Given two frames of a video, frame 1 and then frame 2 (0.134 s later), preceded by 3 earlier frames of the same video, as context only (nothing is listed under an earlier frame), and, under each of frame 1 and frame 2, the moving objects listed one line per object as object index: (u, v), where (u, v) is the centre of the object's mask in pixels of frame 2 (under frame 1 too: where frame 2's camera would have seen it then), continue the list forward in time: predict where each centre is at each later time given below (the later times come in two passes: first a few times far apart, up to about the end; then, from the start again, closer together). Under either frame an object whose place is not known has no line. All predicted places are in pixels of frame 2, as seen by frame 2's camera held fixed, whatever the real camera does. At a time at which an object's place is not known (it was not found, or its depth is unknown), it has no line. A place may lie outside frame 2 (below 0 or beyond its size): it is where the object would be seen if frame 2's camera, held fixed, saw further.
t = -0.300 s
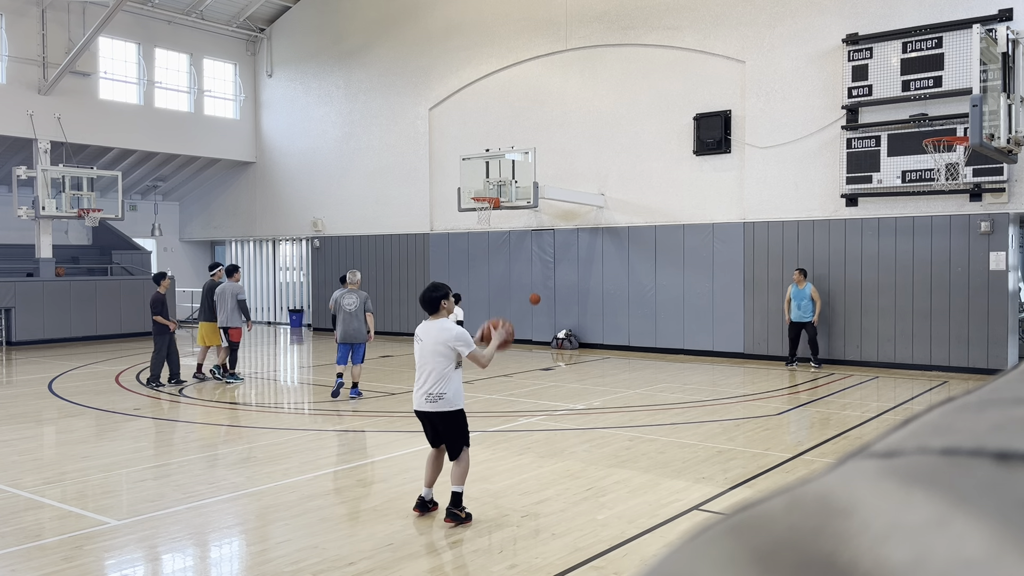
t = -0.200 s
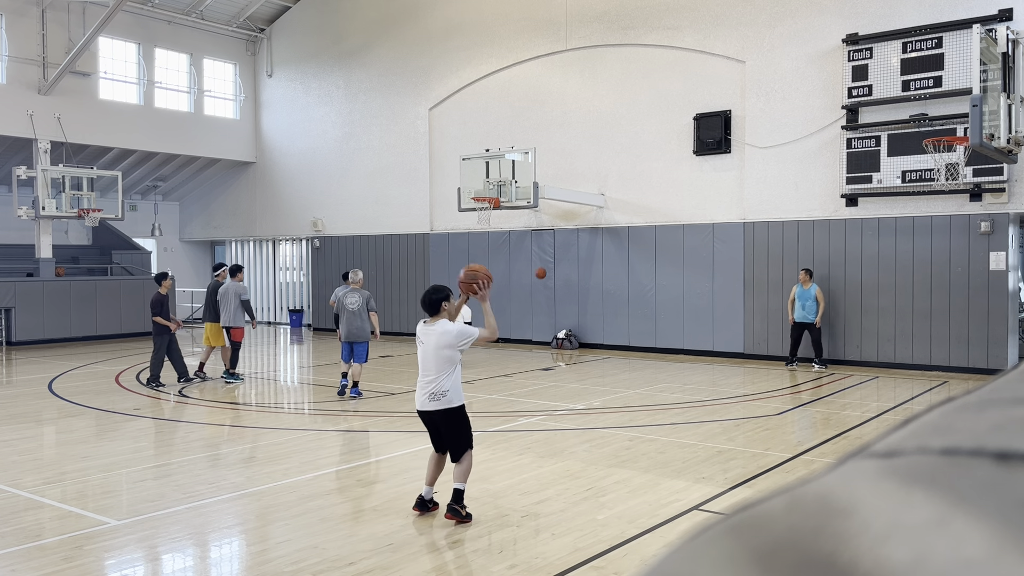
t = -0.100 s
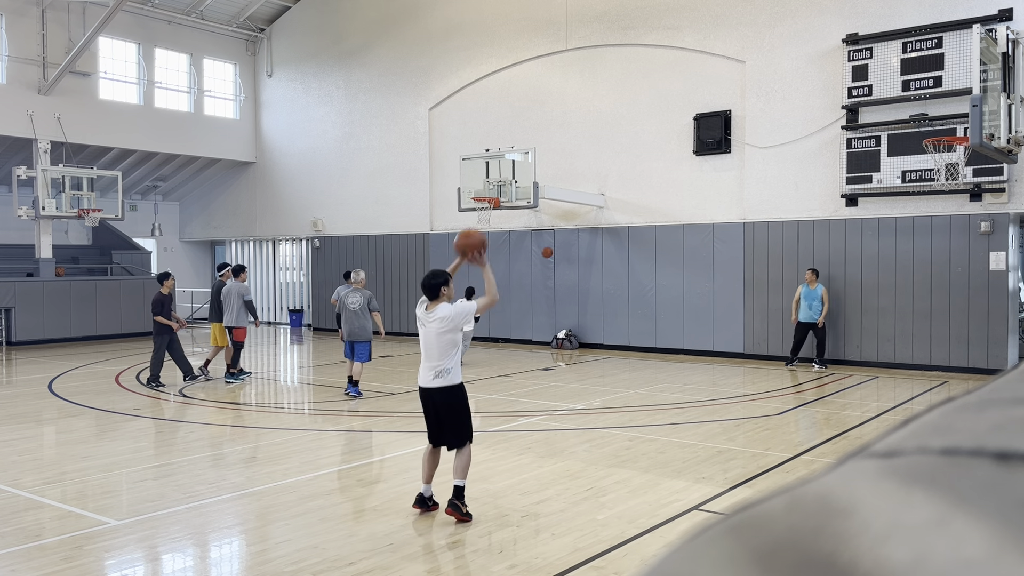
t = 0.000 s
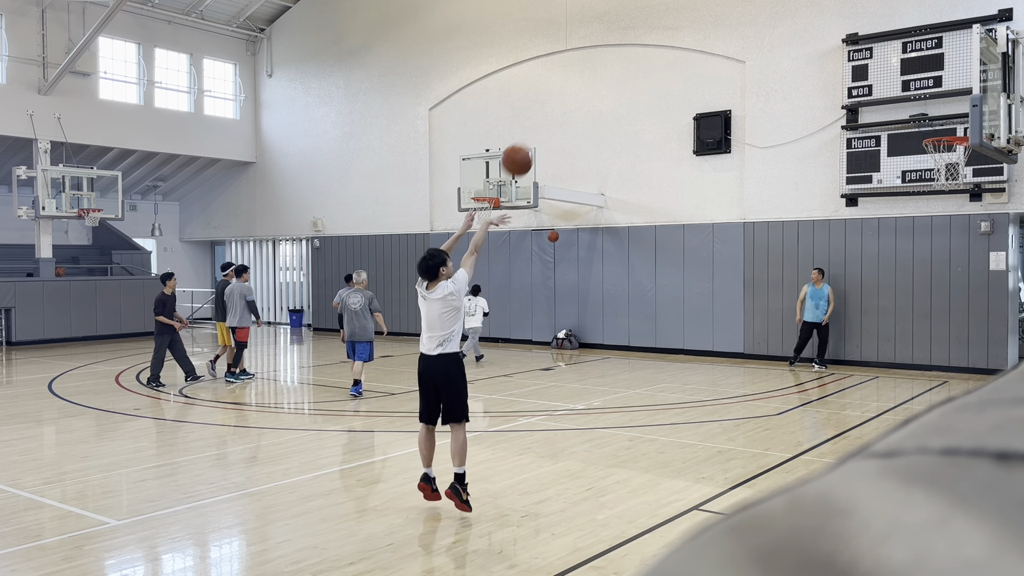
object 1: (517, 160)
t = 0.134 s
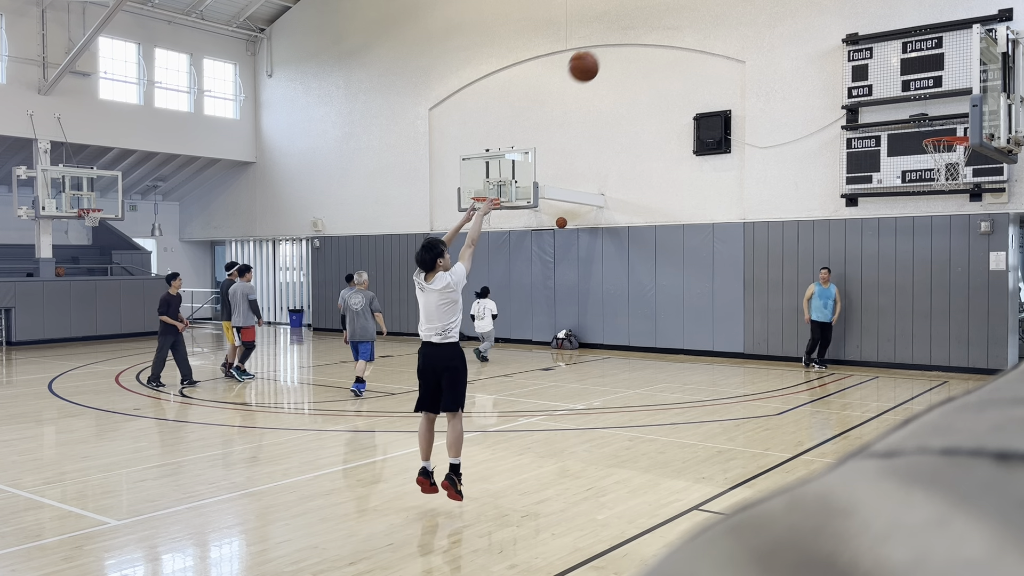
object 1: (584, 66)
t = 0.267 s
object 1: (644, 7)
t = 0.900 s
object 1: (863, 8)
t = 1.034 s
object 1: (901, 57)
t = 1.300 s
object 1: (952, 141)
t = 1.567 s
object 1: (949, 169)
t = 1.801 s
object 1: (978, 200)
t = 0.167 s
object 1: (599, 47)
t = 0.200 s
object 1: (614, 30)
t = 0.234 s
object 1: (629, 15)
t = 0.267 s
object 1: (644, 7)
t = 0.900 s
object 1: (863, 8)
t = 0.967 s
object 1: (883, 30)
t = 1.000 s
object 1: (892, 43)
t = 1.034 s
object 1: (901, 57)
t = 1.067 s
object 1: (909, 71)
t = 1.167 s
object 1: (934, 120)
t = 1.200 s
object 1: (941, 132)
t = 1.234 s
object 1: (953, 137)
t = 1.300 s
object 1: (952, 141)
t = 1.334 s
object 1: (943, 143)
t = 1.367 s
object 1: (937, 147)
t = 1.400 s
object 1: (934, 151)
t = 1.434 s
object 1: (936, 154)
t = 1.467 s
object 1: (937, 161)
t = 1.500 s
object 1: (940, 164)
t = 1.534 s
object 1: (944, 166)
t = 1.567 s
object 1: (949, 169)
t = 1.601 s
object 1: (953, 170)
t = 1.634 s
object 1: (958, 172)
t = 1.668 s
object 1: (961, 175)
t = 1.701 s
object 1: (967, 181)
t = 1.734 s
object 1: (970, 186)
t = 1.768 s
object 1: (974, 193)
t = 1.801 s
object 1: (978, 200)
